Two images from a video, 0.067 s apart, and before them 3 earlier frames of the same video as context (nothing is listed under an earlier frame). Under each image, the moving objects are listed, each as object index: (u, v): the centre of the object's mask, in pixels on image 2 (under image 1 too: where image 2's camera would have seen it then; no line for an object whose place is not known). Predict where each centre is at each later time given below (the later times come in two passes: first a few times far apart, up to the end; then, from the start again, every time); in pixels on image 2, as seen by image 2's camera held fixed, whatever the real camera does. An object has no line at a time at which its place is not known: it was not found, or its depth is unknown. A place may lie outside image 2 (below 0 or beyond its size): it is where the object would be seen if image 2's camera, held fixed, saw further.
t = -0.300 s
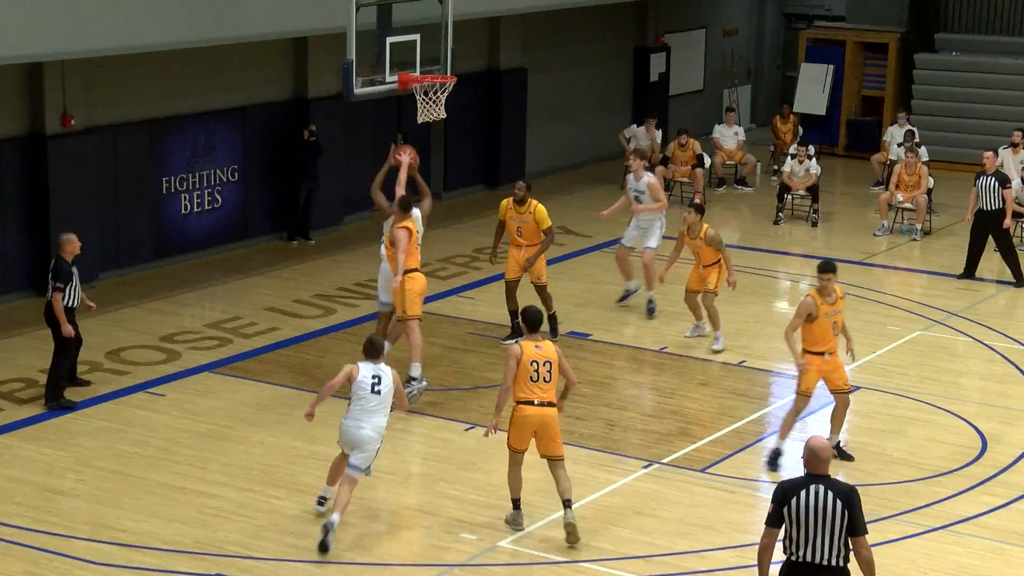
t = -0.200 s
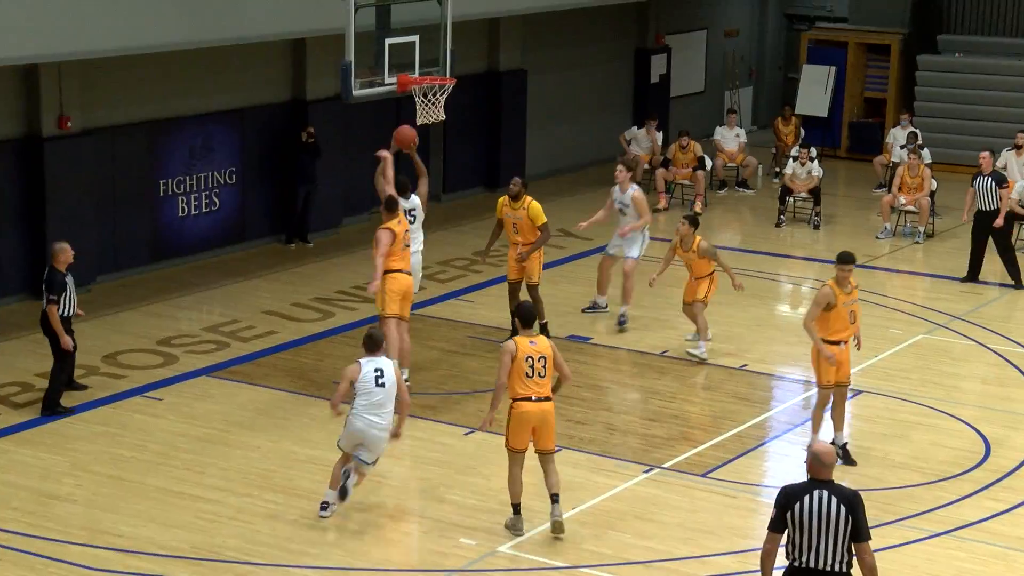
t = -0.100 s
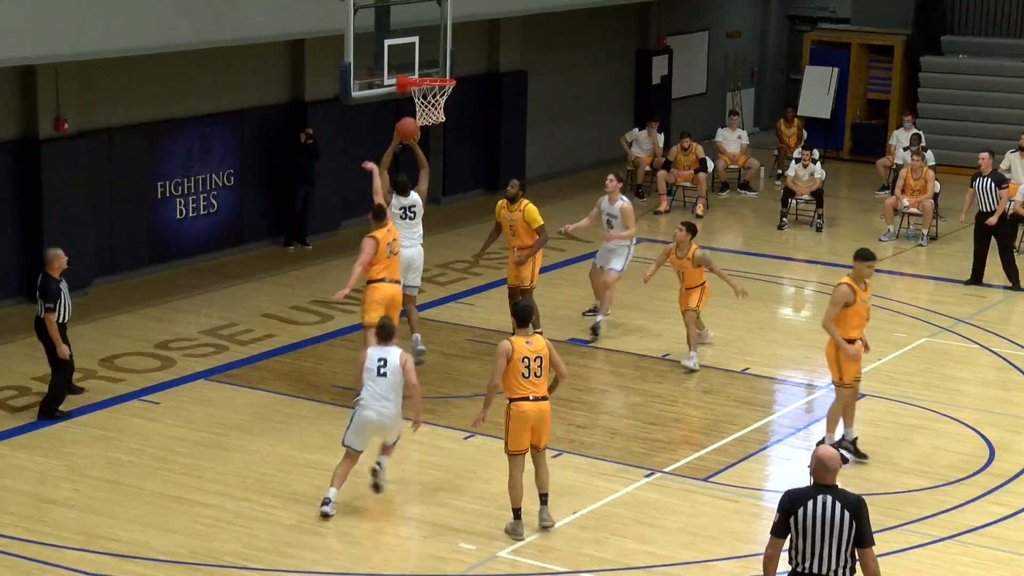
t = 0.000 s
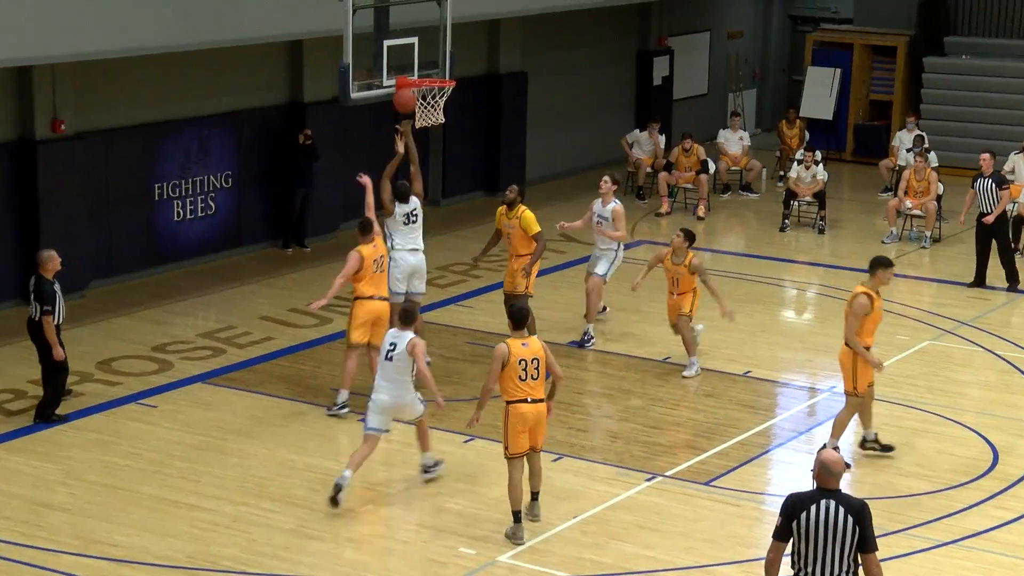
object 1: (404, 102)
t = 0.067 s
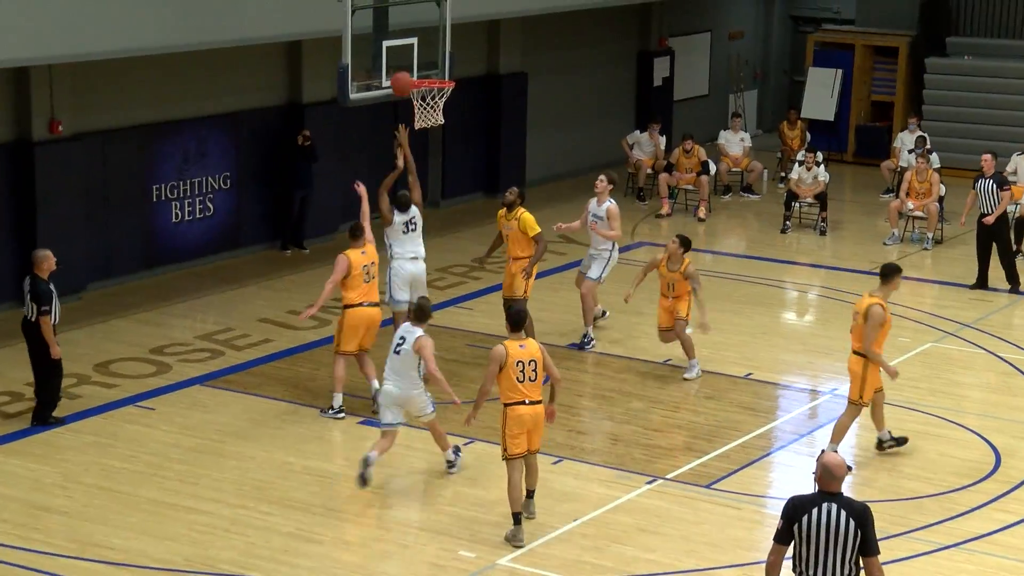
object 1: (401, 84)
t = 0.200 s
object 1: (398, 62)
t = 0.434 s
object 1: (419, 72)
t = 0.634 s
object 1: (442, 124)
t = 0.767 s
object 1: (441, 140)
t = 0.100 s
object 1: (401, 75)
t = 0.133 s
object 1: (400, 70)
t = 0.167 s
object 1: (399, 65)
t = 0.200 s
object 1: (398, 62)
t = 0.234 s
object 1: (397, 59)
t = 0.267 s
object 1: (396, 58)
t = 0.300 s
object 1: (400, 58)
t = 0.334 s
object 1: (405, 60)
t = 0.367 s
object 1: (410, 63)
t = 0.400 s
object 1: (414, 67)
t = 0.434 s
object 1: (419, 72)
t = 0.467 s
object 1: (424, 75)
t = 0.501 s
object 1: (428, 83)
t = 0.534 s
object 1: (434, 94)
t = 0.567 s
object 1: (438, 102)
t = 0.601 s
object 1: (441, 110)
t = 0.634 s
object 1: (442, 124)
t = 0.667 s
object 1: (442, 126)
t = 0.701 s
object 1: (442, 129)
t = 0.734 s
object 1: (442, 133)
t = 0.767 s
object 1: (441, 140)
